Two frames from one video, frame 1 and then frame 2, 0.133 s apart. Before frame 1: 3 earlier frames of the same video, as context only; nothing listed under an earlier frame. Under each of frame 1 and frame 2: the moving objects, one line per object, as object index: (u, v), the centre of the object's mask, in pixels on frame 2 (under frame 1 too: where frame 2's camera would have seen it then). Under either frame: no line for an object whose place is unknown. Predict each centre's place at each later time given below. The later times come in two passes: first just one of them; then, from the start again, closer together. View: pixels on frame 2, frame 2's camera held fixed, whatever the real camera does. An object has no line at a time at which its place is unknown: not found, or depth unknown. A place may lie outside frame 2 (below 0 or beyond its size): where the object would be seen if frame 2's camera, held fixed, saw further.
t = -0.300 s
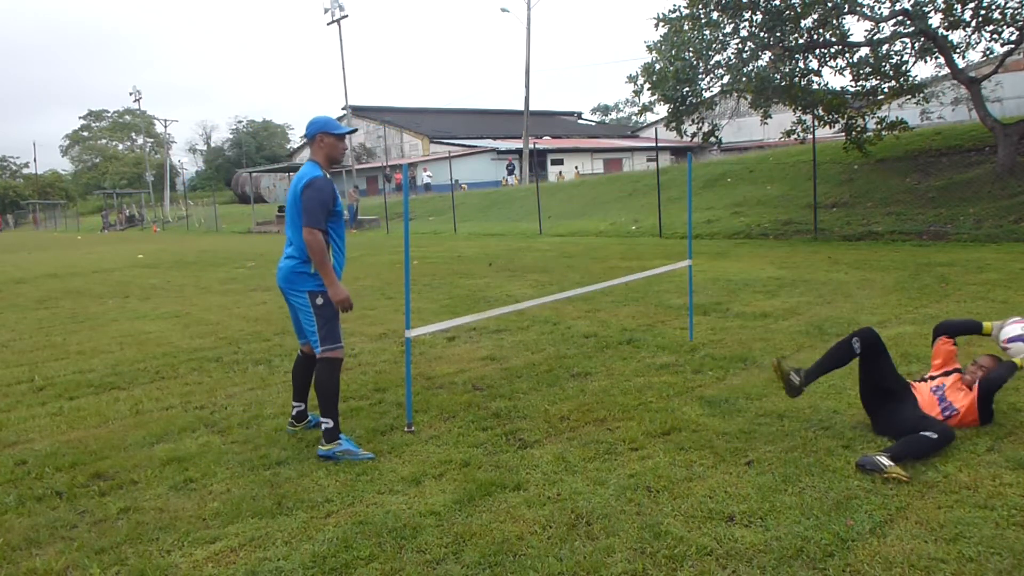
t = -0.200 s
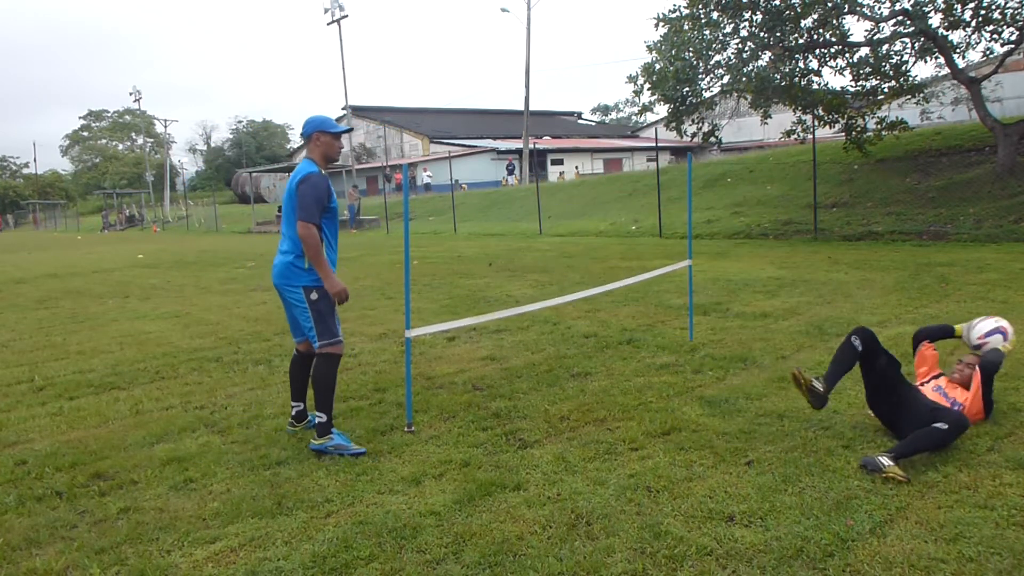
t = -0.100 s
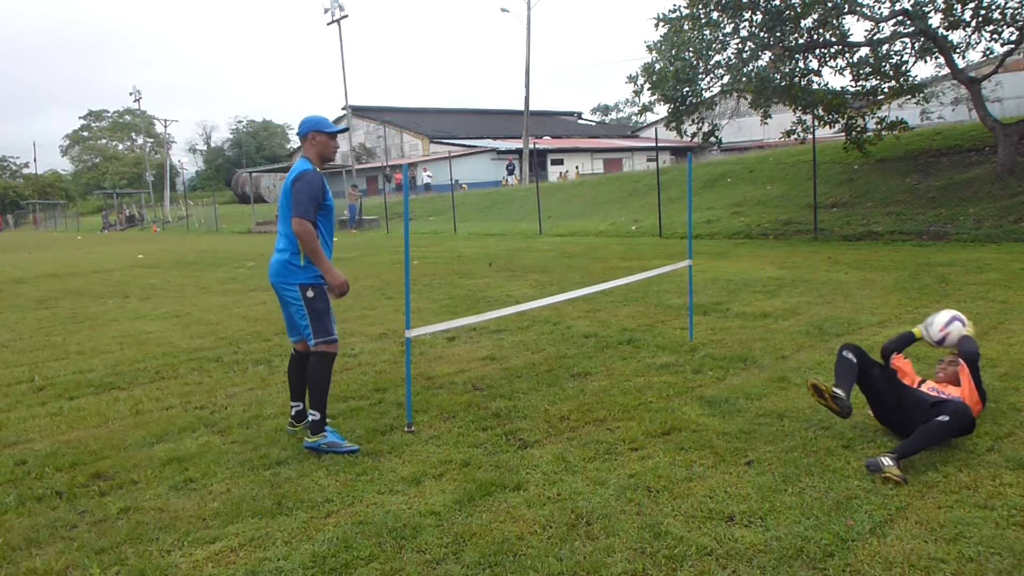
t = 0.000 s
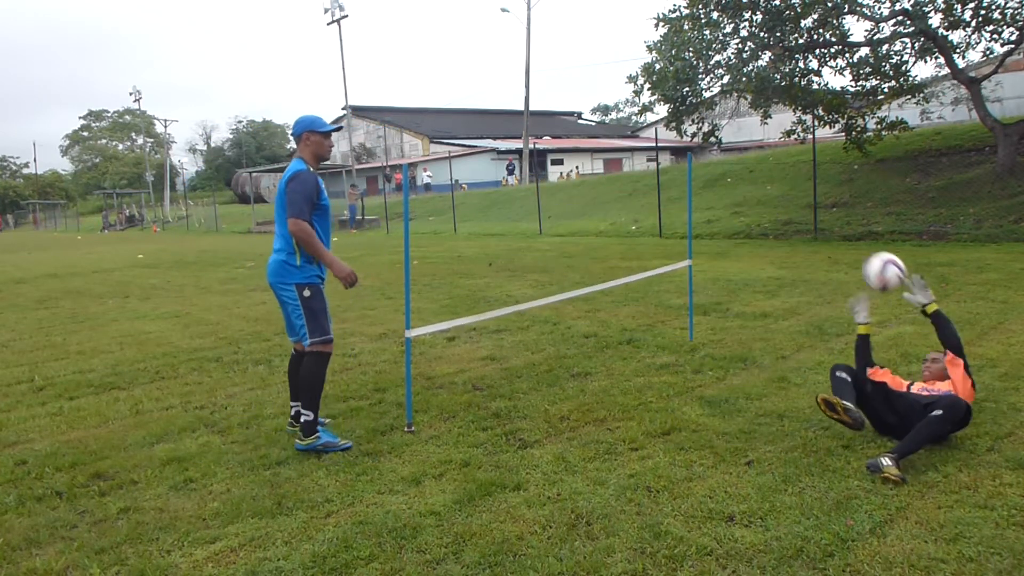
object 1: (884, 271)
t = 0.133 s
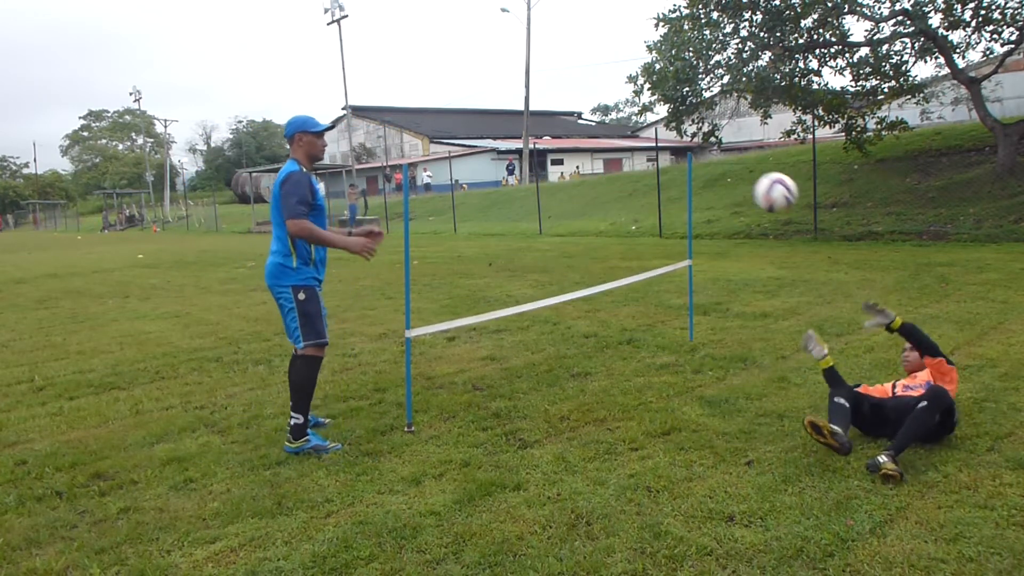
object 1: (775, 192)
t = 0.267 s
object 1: (662, 142)
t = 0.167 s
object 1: (747, 177)
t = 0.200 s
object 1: (719, 163)
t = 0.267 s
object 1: (662, 142)
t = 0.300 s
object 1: (633, 135)
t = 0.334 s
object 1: (604, 129)
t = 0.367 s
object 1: (574, 128)
